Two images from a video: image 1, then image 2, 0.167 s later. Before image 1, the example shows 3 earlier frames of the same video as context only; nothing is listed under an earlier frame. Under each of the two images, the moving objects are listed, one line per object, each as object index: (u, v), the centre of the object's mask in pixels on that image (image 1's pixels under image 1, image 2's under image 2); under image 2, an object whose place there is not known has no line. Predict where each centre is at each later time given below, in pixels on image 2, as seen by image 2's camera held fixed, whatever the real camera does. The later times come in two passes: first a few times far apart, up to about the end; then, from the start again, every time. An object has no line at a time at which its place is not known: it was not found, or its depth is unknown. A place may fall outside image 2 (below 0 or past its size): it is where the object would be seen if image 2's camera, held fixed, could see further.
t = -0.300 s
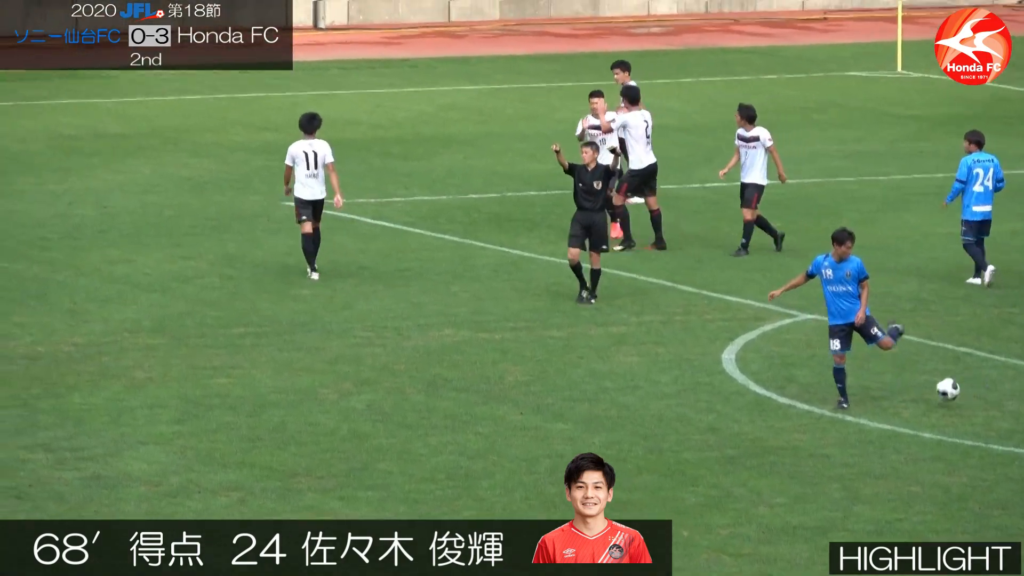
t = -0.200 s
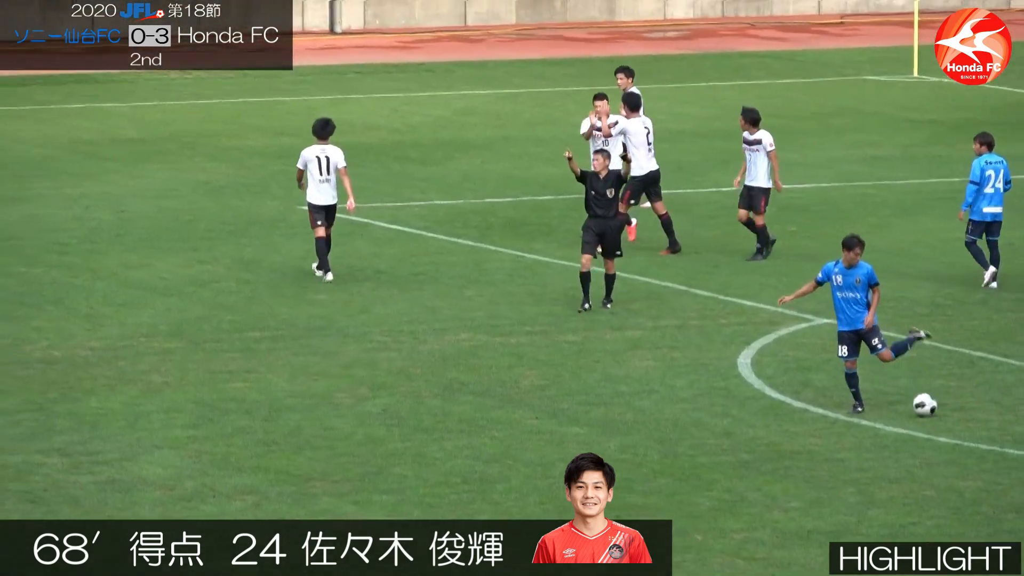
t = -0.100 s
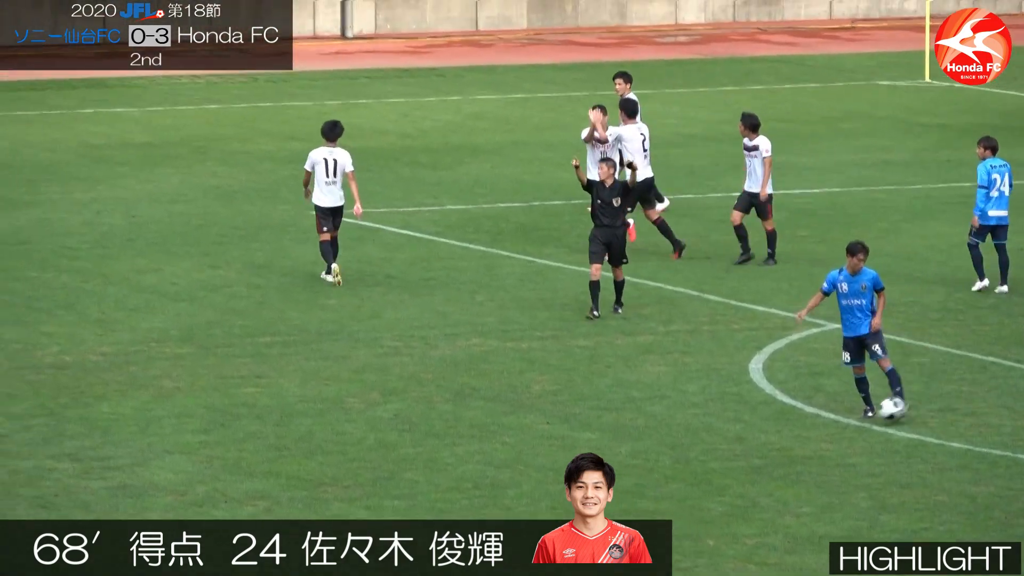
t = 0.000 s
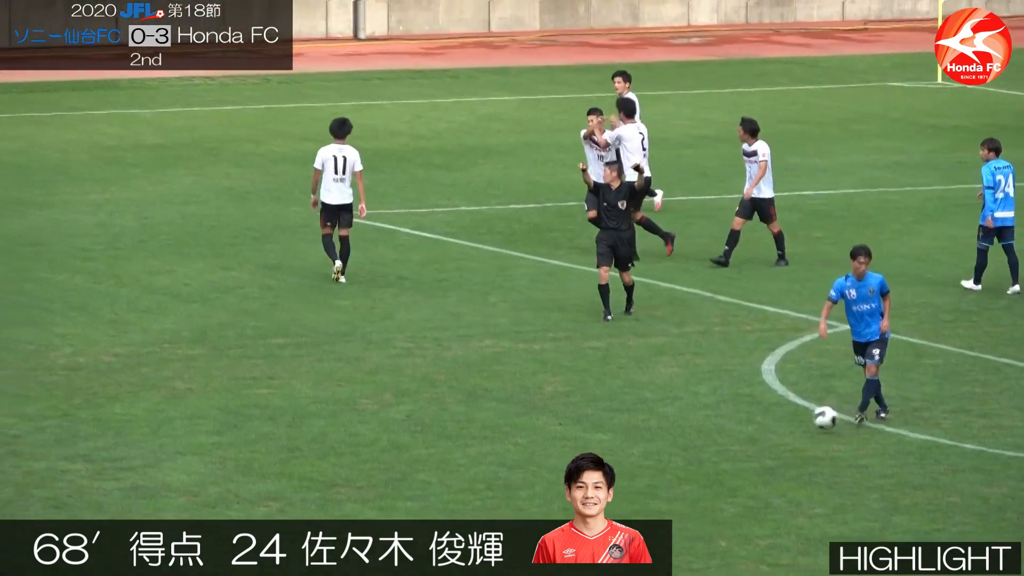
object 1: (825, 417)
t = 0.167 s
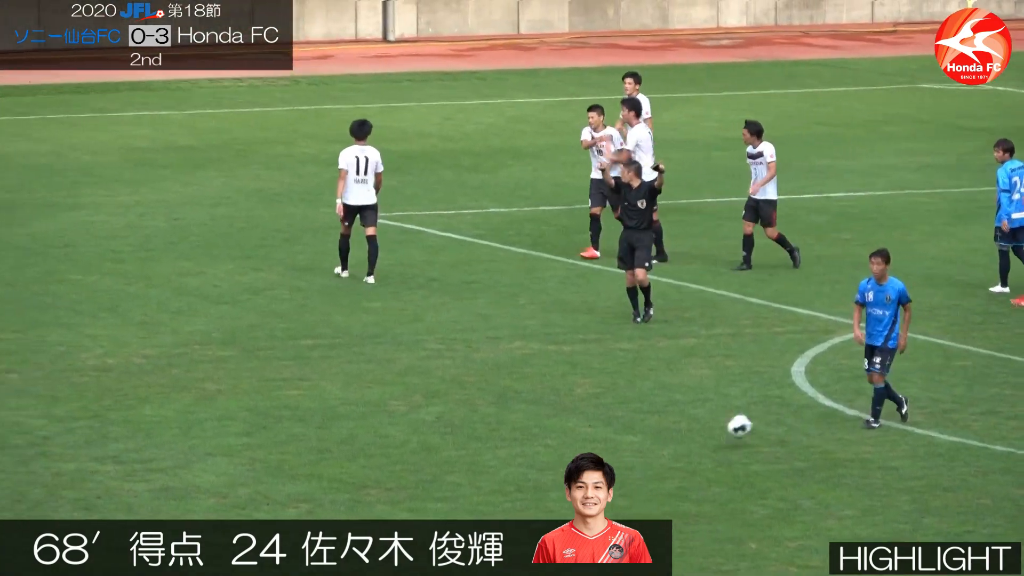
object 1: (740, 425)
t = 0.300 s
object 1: (654, 440)
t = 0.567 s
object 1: (508, 459)
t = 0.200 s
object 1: (717, 431)
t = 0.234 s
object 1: (694, 438)
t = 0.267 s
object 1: (671, 442)
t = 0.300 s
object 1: (654, 440)
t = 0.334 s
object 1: (636, 438)
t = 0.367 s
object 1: (617, 437)
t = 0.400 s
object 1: (599, 437)
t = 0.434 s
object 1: (581, 440)
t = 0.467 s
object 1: (563, 442)
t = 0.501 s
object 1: (545, 447)
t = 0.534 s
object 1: (526, 453)
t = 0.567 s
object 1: (508, 459)
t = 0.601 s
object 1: (492, 458)
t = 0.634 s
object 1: (475, 458)
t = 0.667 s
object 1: (458, 458)
